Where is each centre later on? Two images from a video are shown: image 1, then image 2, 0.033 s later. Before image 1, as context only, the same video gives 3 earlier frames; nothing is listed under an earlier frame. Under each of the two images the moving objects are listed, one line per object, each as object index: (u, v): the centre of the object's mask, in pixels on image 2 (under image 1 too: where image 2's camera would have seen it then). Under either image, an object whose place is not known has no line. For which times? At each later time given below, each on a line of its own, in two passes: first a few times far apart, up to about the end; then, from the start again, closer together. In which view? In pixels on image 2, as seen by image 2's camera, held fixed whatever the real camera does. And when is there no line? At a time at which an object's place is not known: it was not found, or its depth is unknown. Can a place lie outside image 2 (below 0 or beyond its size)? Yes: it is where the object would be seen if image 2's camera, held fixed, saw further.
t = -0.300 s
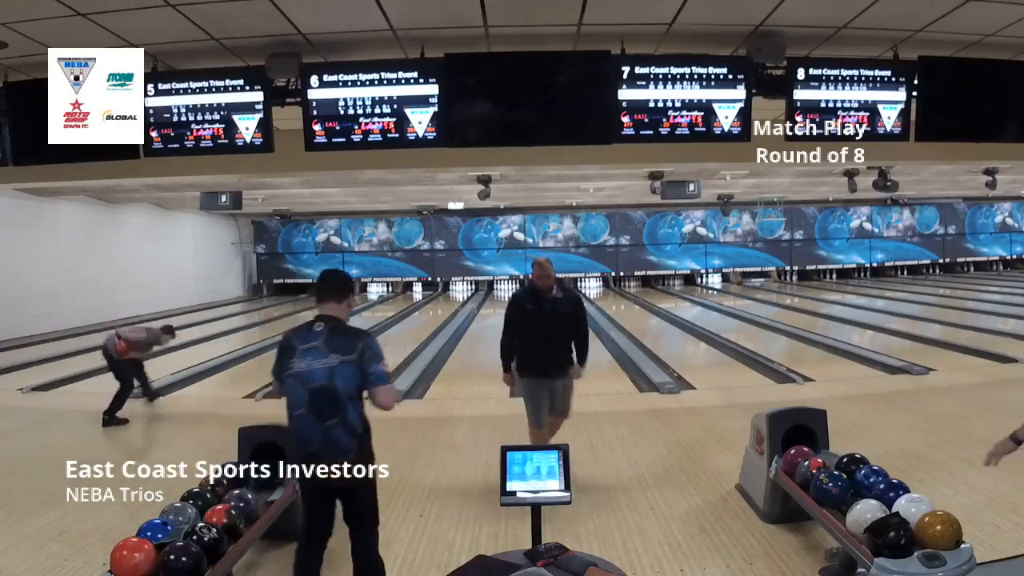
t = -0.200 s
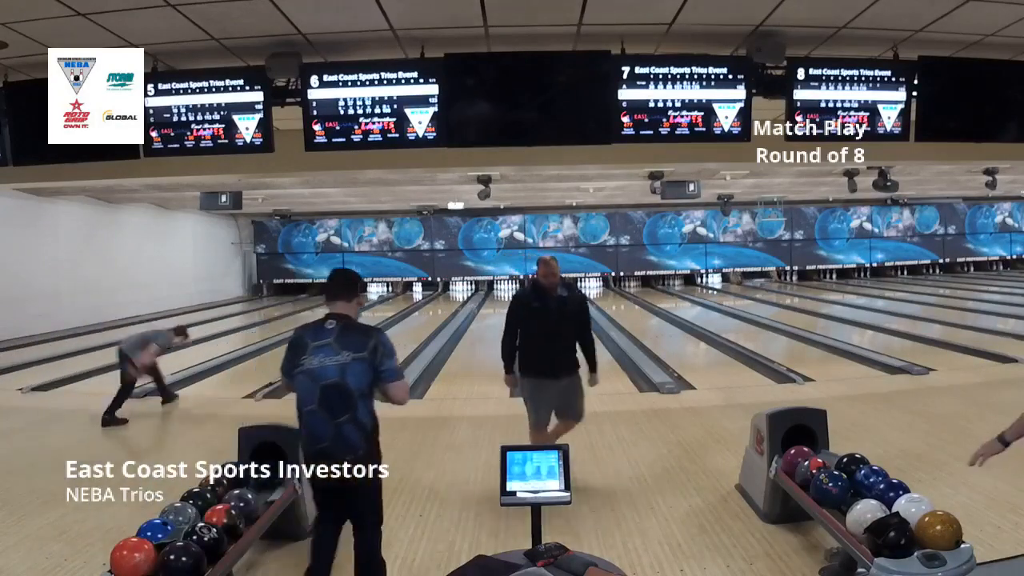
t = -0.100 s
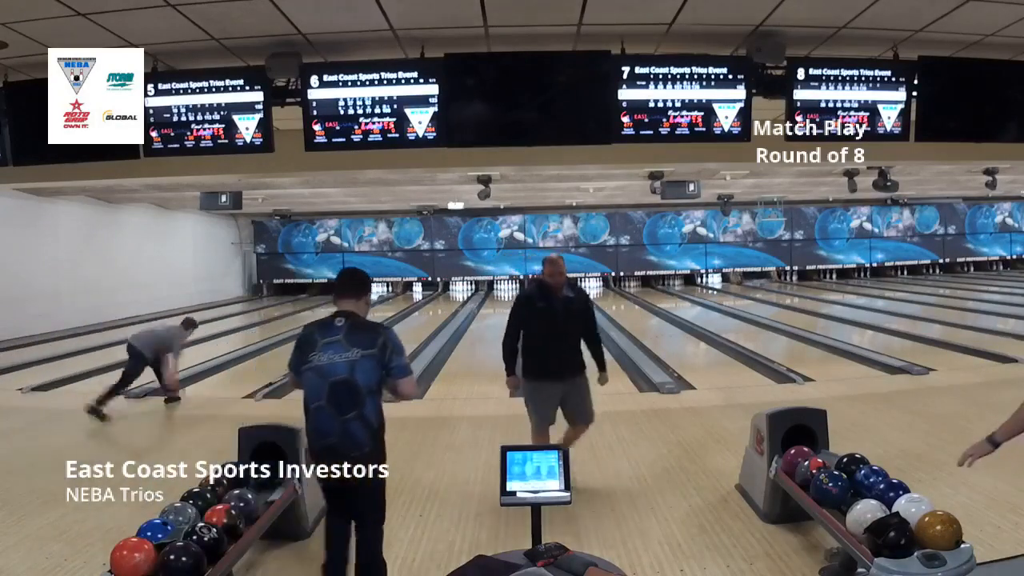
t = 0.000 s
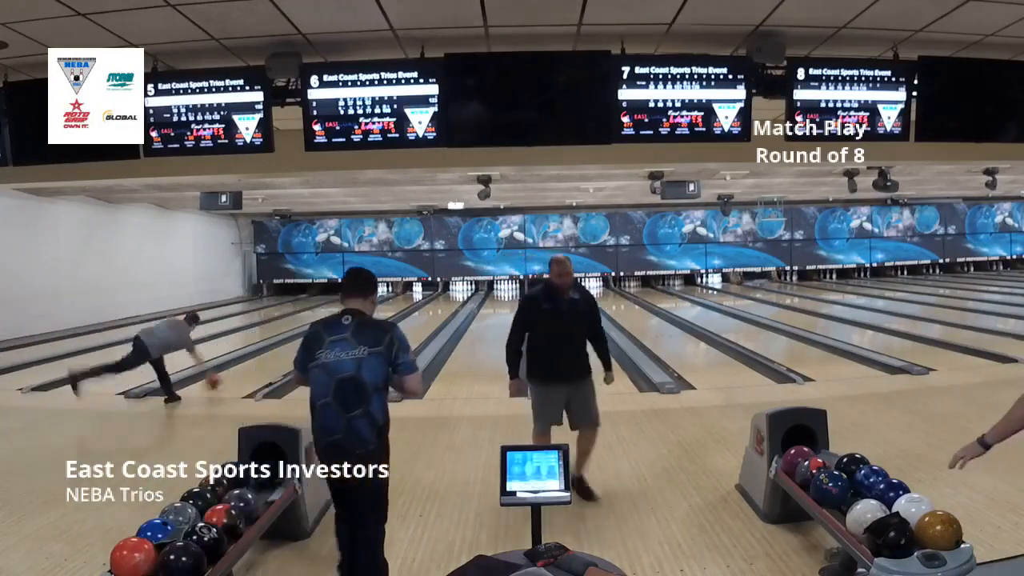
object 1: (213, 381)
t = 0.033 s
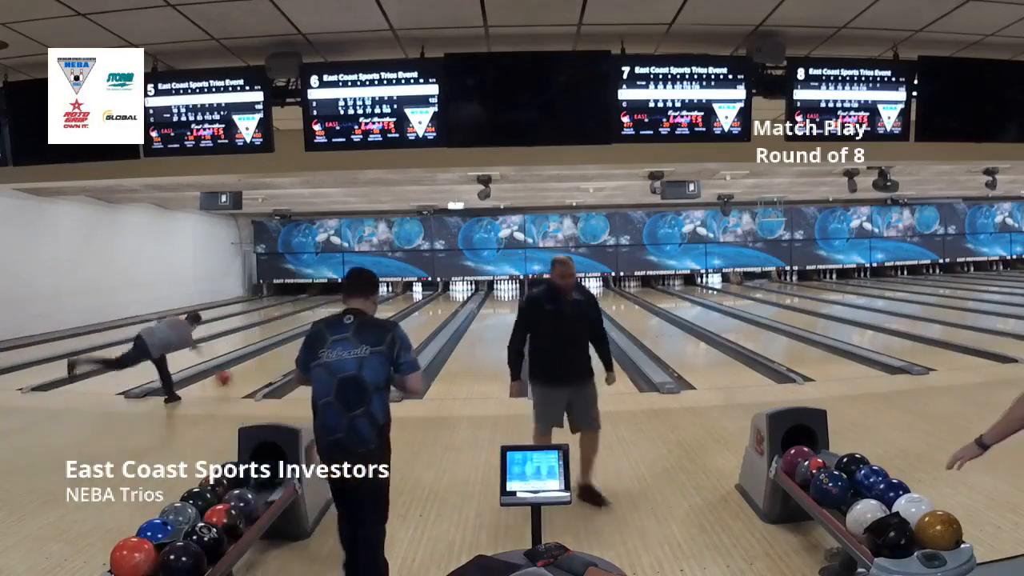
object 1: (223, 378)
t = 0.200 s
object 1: (267, 362)
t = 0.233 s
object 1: (275, 358)
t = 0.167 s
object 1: (260, 365)
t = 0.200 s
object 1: (267, 362)
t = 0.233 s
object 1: (275, 358)
